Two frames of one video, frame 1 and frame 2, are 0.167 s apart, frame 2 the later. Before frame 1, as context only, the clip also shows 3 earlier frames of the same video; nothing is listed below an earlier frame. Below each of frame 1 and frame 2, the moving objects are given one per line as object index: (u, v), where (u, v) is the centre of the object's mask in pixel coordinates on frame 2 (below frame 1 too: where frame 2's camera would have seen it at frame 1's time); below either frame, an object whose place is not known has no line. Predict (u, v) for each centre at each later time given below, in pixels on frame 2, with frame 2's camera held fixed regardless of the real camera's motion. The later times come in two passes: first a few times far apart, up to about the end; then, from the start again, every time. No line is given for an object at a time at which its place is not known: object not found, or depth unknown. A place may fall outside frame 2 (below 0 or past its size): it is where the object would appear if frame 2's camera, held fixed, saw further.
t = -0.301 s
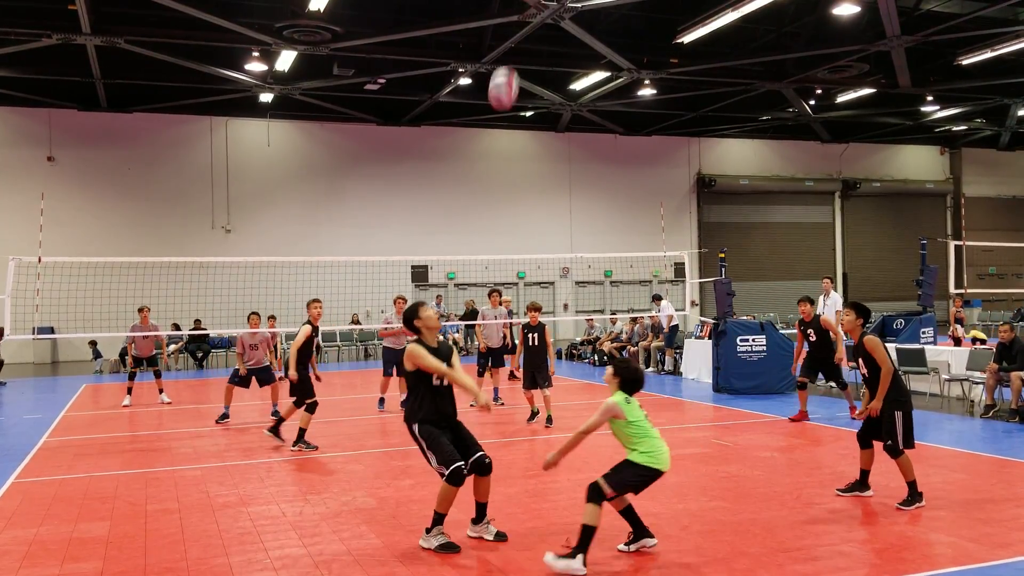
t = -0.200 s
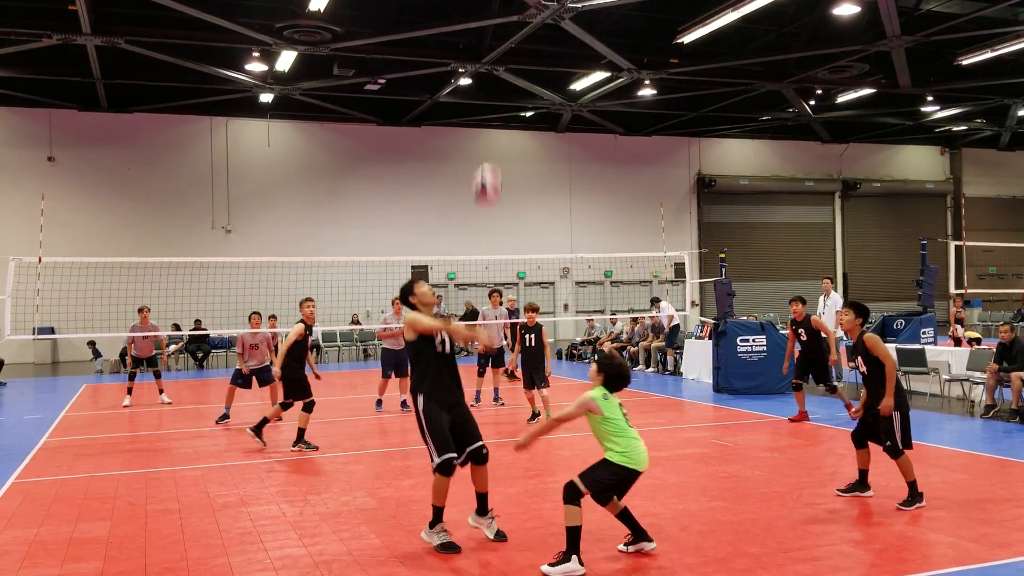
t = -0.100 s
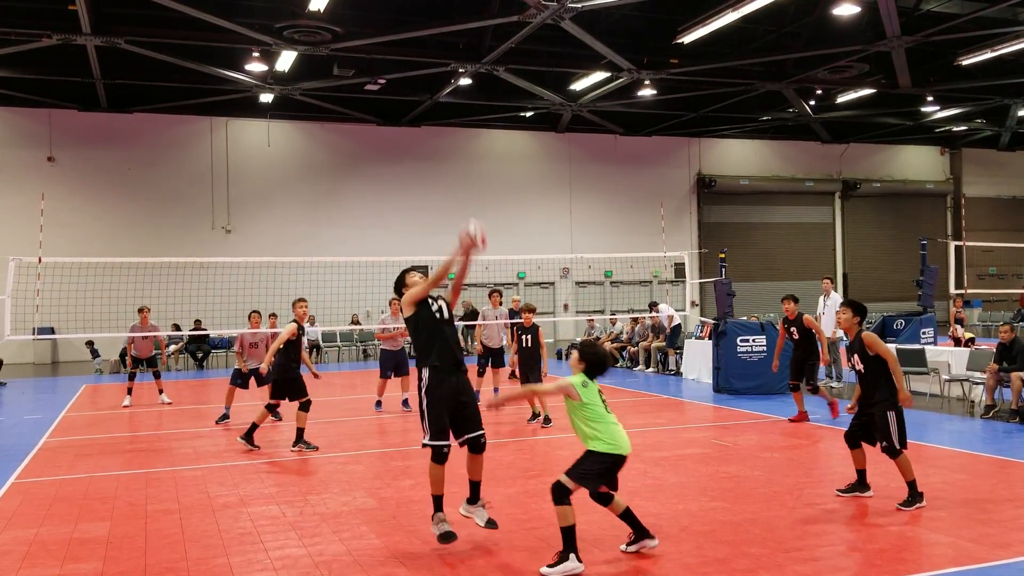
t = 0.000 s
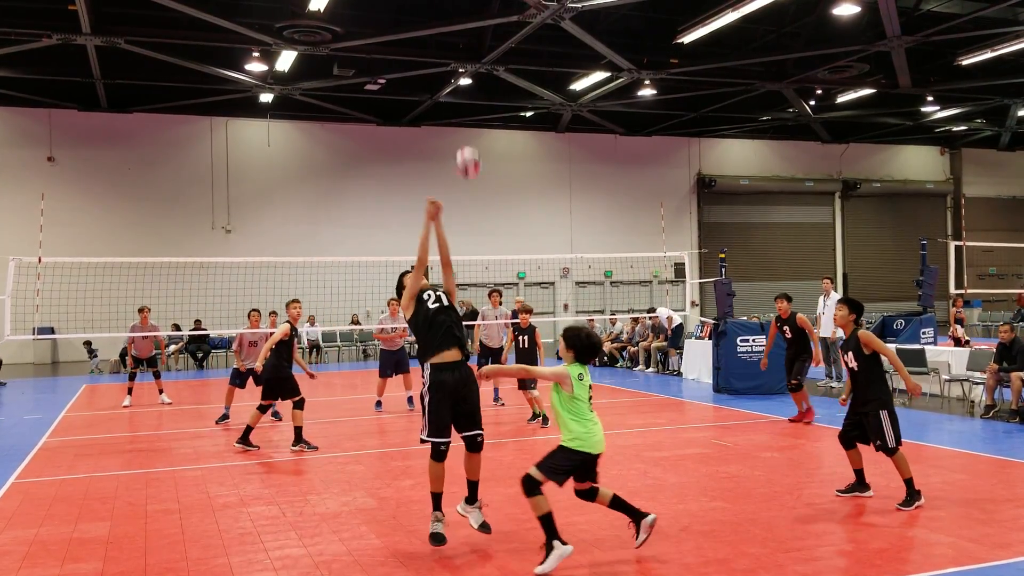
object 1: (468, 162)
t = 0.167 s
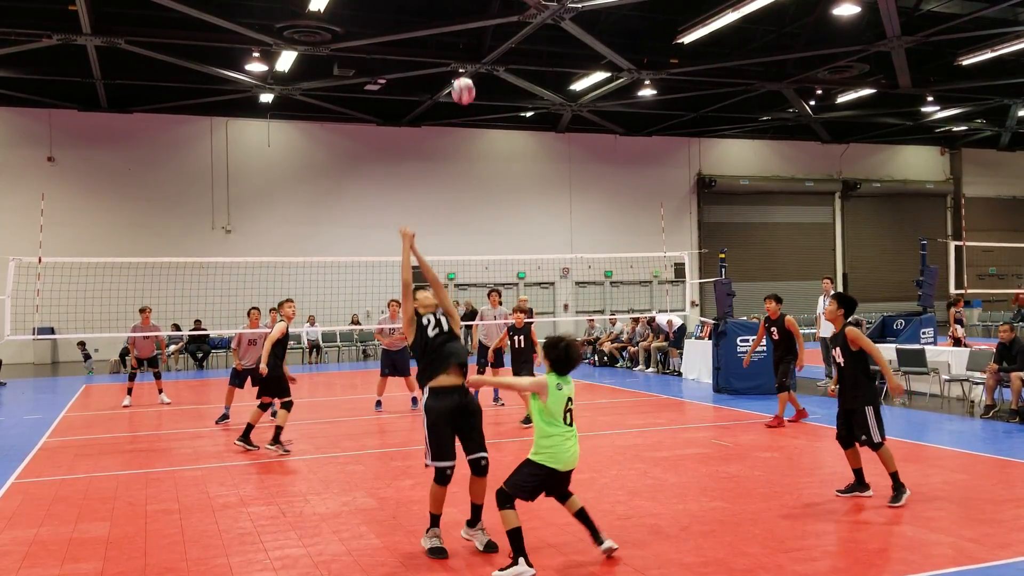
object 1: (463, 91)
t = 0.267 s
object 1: (461, 71)
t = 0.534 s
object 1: (458, 77)
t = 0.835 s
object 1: (458, 147)
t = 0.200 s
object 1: (462, 83)
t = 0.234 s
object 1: (462, 76)
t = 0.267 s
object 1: (461, 71)
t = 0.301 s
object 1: (460, 68)
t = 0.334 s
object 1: (460, 66)
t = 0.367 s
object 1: (460, 65)
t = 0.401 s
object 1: (459, 66)
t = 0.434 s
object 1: (459, 67)
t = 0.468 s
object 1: (459, 69)
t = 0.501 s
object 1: (458, 72)
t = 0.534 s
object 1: (458, 77)
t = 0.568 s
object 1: (458, 81)
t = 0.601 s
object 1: (459, 87)
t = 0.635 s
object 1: (458, 95)
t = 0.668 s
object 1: (458, 102)
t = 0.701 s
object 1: (458, 110)
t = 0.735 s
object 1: (458, 118)
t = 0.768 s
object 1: (458, 126)
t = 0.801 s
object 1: (458, 137)
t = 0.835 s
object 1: (458, 147)
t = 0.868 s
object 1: (459, 157)
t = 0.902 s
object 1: (458, 169)
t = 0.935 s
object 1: (458, 180)
